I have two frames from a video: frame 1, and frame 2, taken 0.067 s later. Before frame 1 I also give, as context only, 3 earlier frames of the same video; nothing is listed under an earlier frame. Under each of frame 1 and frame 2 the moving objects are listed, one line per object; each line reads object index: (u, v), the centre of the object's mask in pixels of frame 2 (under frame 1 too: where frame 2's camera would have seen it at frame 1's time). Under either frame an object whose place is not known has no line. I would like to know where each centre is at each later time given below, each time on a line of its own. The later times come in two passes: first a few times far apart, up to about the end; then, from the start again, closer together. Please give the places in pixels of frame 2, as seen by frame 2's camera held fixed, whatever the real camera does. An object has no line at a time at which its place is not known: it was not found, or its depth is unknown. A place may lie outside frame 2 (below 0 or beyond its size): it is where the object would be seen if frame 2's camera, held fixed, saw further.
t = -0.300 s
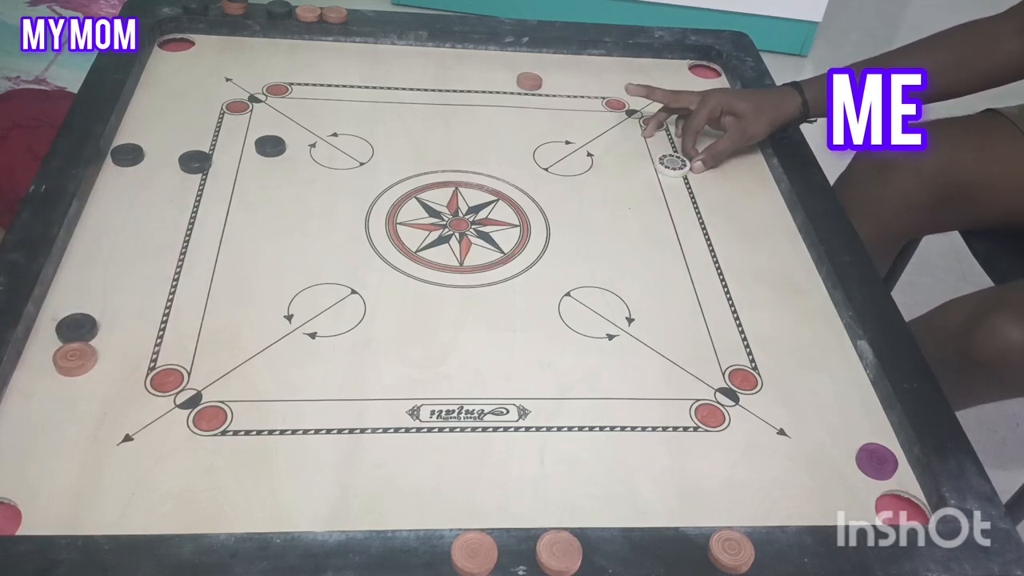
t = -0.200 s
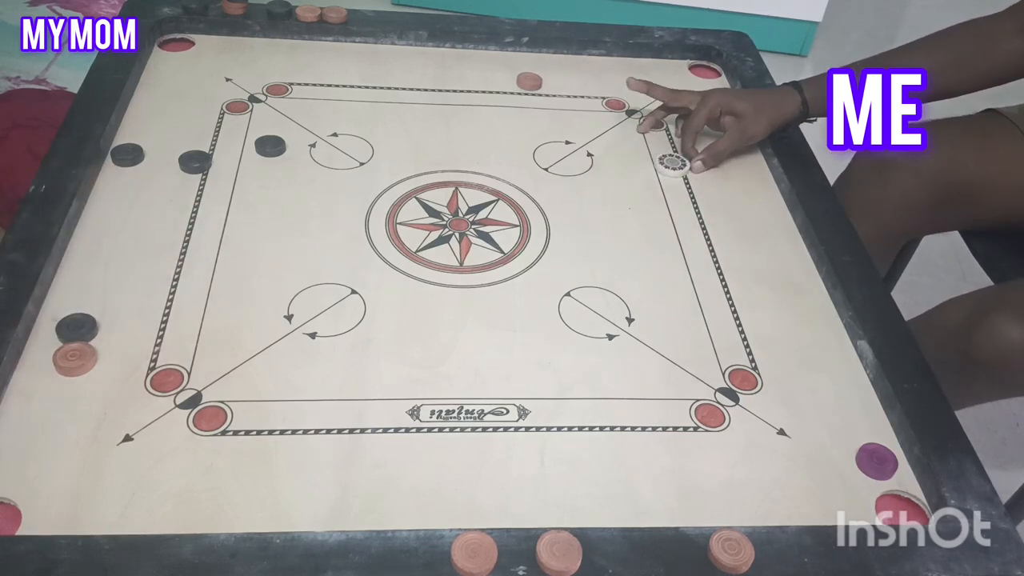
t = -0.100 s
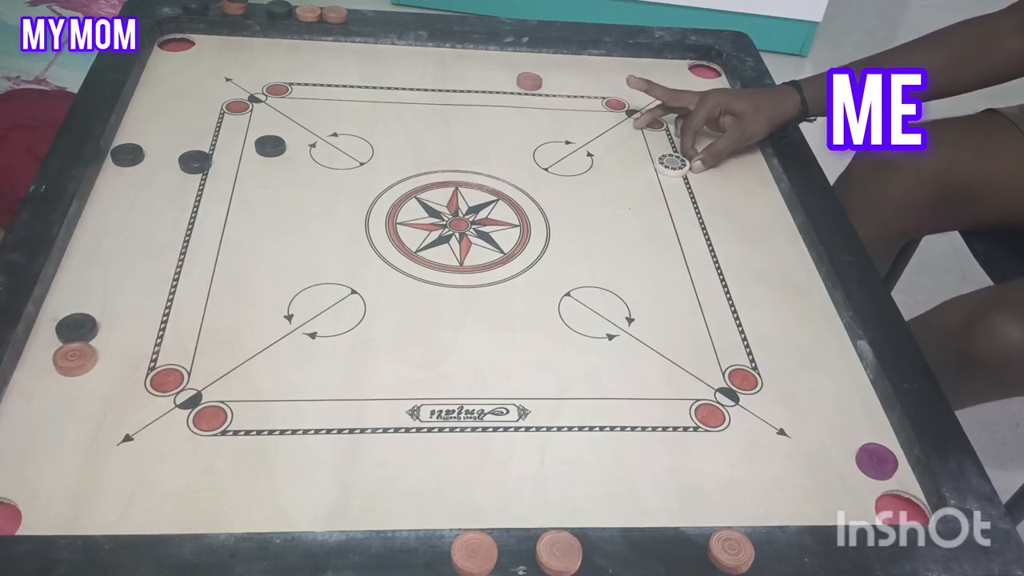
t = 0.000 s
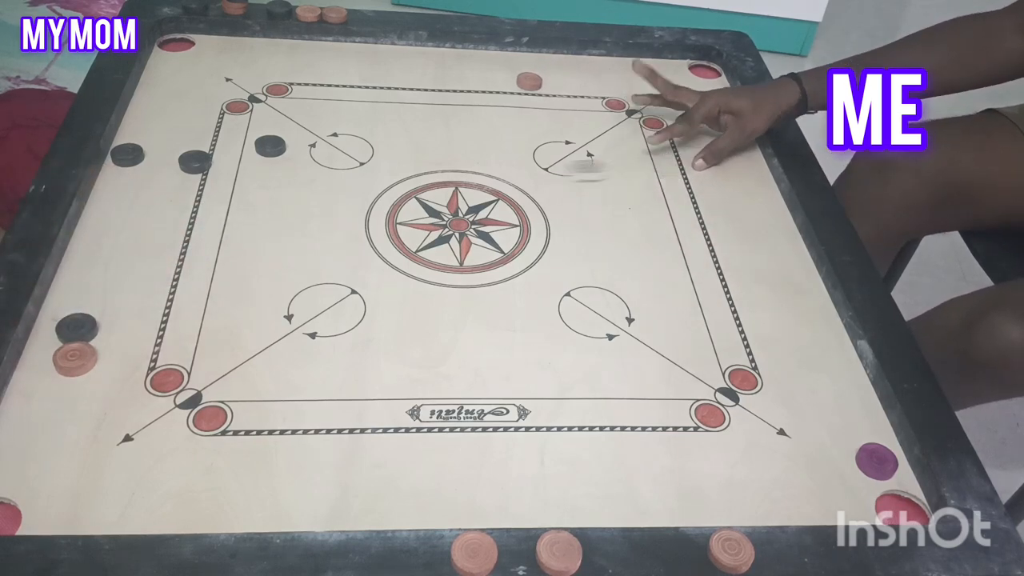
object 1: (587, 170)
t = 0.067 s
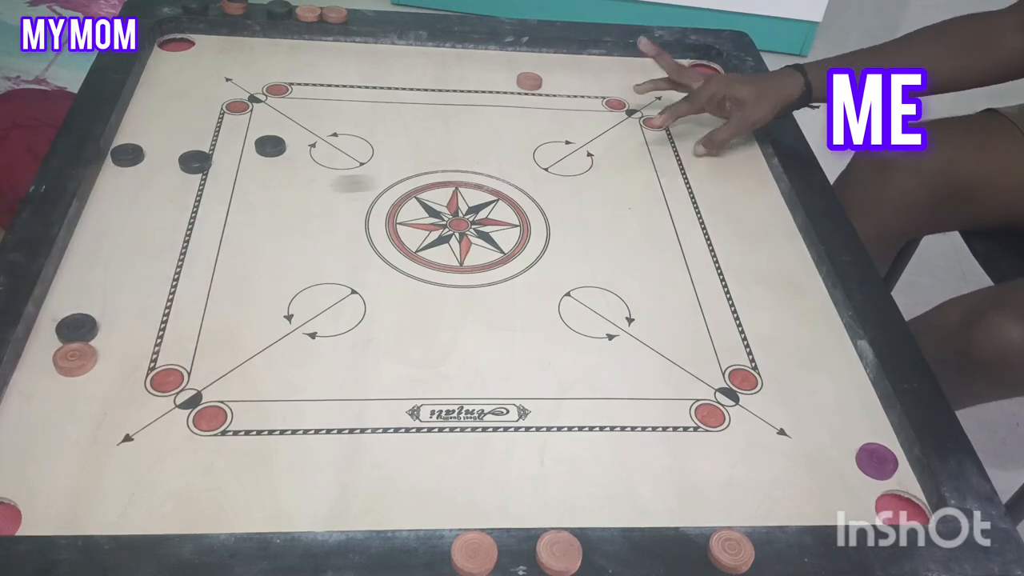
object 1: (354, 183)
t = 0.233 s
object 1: (297, 241)
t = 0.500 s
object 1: (809, 357)
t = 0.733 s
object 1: (621, 383)
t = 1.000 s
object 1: (352, 414)
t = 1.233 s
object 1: (124, 453)
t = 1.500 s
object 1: (47, 487)
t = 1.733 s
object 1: (130, 502)
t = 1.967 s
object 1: (202, 518)
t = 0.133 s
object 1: (112, 202)
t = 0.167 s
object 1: (172, 215)
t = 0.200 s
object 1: (232, 227)
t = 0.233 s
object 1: (297, 241)
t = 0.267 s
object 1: (357, 254)
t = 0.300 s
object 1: (419, 268)
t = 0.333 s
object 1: (483, 281)
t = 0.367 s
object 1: (543, 296)
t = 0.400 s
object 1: (609, 311)
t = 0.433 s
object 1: (675, 326)
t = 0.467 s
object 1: (740, 341)
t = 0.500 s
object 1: (809, 357)
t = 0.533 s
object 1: (832, 369)
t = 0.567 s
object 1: (797, 371)
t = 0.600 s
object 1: (757, 375)
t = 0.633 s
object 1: (724, 377)
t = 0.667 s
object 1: (690, 376)
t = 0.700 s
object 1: (655, 380)
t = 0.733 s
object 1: (621, 383)
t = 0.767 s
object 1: (587, 387)
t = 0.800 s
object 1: (552, 391)
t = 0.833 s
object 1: (519, 393)
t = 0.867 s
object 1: (487, 399)
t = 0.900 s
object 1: (452, 403)
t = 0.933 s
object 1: (421, 404)
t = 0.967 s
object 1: (387, 409)
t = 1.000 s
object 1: (352, 414)
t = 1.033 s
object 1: (321, 419)
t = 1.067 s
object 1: (286, 423)
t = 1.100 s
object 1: (252, 429)
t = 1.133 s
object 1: (221, 433)
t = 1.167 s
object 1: (189, 439)
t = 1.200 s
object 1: (154, 446)
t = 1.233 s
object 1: (124, 453)
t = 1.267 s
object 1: (89, 460)
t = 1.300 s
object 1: (58, 466)
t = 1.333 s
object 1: (27, 473)
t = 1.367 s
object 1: (8, 476)
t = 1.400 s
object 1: (14, 479)
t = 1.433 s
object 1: (22, 483)
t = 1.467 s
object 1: (34, 485)
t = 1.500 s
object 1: (47, 487)
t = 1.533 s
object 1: (59, 489)
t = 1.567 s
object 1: (72, 491)
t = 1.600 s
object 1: (84, 493)
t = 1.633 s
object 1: (96, 495)
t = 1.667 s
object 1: (108, 497)
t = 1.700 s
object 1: (119, 499)
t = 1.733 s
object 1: (130, 502)
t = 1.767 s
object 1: (142, 505)
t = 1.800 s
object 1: (152, 507)
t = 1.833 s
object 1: (163, 510)
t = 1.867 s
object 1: (173, 512)
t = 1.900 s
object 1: (183, 515)
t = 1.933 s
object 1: (193, 516)
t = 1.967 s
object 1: (202, 518)
